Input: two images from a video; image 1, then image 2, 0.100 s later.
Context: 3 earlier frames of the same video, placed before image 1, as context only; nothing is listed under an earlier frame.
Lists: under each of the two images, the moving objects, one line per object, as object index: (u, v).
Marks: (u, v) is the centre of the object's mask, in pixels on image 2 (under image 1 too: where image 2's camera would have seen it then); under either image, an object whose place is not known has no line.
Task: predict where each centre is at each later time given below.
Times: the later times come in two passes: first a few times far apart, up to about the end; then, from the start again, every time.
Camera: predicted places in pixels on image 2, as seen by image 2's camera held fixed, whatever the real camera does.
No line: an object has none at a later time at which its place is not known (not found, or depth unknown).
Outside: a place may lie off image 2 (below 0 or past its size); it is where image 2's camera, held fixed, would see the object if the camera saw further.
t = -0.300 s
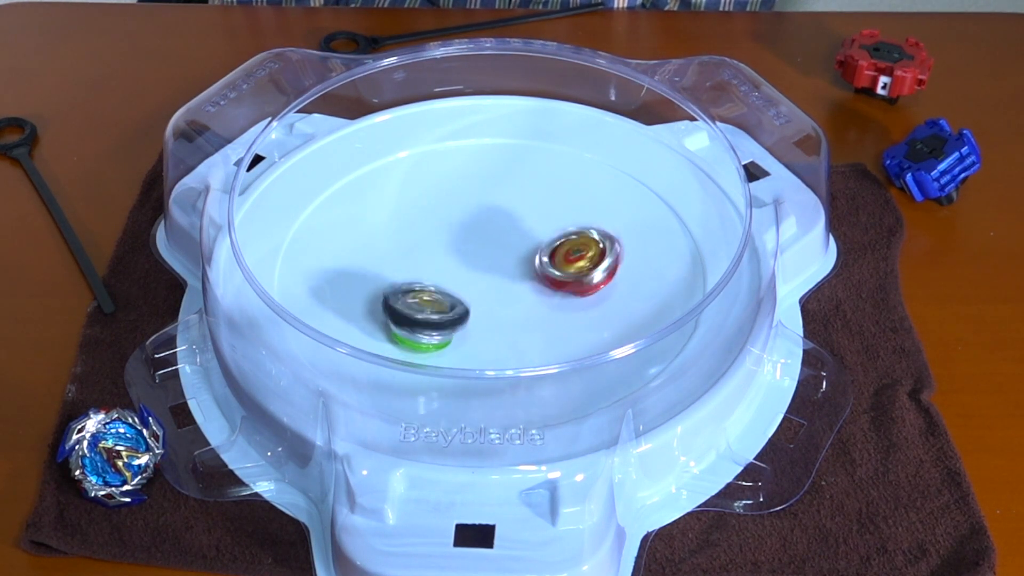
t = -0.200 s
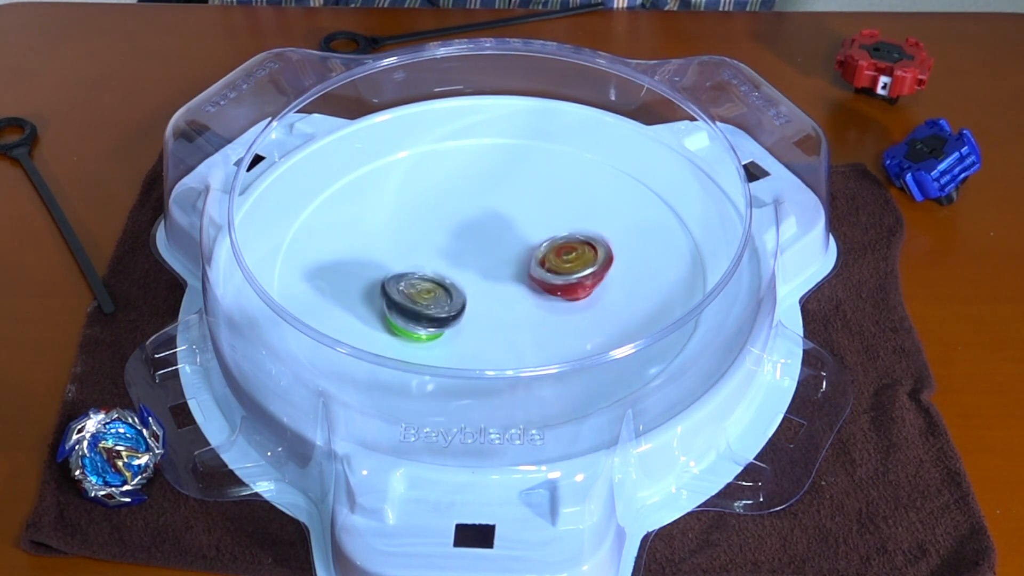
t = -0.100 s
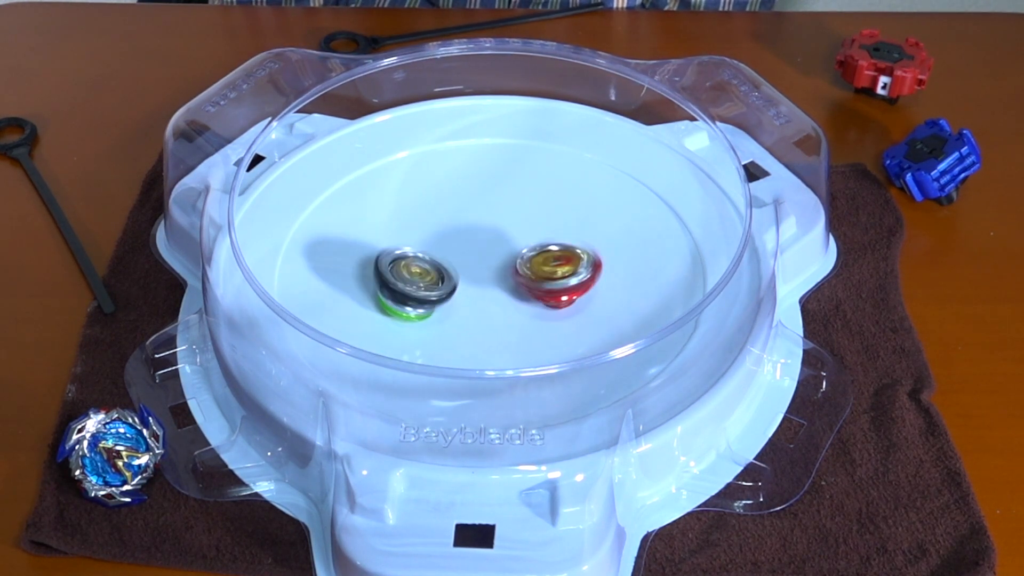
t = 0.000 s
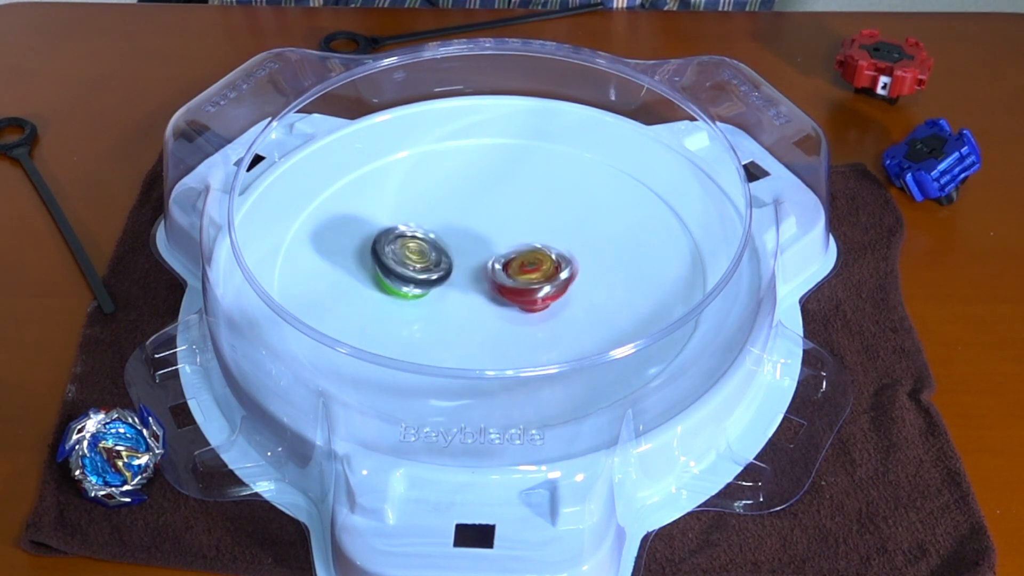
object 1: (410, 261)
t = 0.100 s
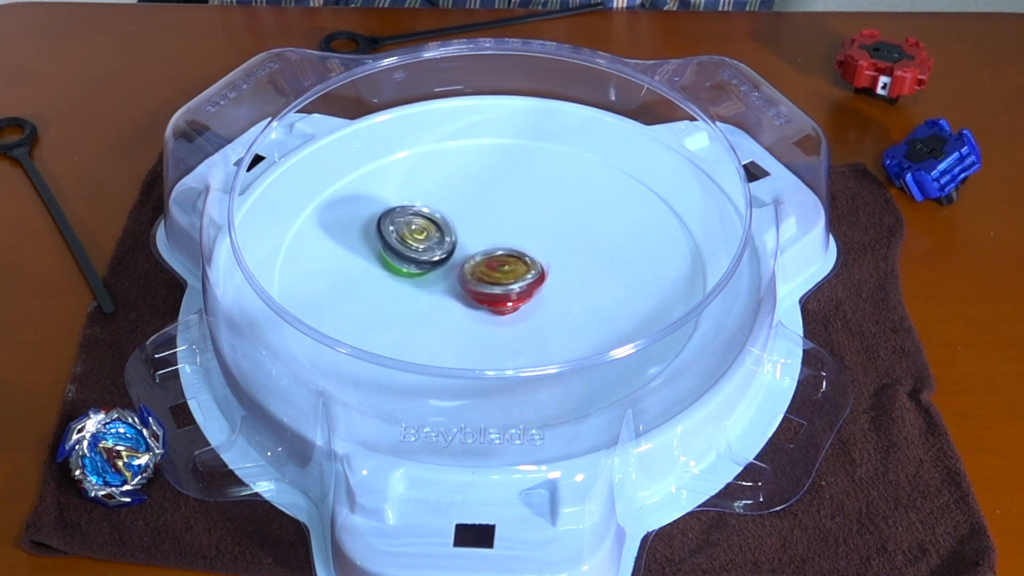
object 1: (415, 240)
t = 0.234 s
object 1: (425, 213)
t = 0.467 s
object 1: (464, 189)
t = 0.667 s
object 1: (504, 190)
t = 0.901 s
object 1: (545, 214)
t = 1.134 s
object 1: (576, 251)
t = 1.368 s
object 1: (569, 295)
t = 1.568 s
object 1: (531, 318)
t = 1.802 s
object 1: (488, 341)
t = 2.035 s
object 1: (441, 326)
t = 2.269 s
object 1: (422, 282)
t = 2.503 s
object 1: (441, 235)
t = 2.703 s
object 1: (478, 204)
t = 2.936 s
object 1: (530, 194)
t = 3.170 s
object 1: (570, 213)
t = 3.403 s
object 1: (572, 256)
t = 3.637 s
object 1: (537, 303)
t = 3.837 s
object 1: (480, 317)
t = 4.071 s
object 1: (418, 297)
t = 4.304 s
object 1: (401, 257)
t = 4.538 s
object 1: (431, 219)
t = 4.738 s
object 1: (483, 203)
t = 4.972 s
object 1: (551, 205)
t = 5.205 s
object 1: (583, 242)
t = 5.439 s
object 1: (567, 291)
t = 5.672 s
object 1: (502, 311)
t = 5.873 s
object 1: (437, 301)
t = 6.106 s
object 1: (403, 257)
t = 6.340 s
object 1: (433, 217)
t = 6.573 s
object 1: (493, 210)
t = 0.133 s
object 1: (415, 232)
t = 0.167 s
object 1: (418, 225)
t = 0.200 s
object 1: (421, 220)
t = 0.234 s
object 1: (425, 213)
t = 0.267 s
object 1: (430, 209)
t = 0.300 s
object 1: (434, 204)
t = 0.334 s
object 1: (440, 200)
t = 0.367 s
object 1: (446, 196)
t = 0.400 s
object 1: (452, 193)
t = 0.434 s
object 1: (459, 191)
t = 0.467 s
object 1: (464, 189)
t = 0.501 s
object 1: (471, 187)
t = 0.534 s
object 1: (478, 187)
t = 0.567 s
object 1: (484, 186)
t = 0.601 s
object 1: (492, 187)
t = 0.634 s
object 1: (497, 189)
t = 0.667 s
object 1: (504, 190)
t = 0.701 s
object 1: (511, 192)
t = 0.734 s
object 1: (517, 194)
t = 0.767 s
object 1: (524, 197)
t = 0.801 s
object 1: (529, 202)
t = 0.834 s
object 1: (534, 205)
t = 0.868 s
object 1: (540, 209)
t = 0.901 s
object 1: (545, 214)
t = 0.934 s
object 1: (552, 217)
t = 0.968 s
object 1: (560, 220)
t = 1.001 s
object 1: (564, 227)
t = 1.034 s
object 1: (568, 232)
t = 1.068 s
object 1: (571, 238)
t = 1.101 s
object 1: (573, 245)
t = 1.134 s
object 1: (576, 251)
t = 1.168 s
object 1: (578, 256)
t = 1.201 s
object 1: (578, 264)
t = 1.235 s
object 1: (575, 271)
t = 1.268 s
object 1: (576, 277)
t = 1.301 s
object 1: (575, 283)
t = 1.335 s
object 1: (572, 289)
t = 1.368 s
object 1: (569, 295)
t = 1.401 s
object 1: (566, 300)
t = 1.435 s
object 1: (560, 304)
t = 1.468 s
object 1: (553, 309)
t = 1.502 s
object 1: (544, 313)
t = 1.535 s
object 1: (538, 315)
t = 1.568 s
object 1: (531, 318)
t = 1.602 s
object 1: (524, 323)
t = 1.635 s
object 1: (518, 333)
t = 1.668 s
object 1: (514, 336)
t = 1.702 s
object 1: (510, 338)
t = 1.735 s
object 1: (504, 340)
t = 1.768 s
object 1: (496, 341)
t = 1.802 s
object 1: (488, 341)
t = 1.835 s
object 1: (480, 340)
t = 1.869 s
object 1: (474, 339)
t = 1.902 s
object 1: (468, 338)
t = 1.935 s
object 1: (461, 337)
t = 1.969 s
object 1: (454, 334)
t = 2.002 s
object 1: (447, 331)
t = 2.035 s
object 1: (441, 326)
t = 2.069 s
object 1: (435, 321)
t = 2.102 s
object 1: (433, 316)
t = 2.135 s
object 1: (429, 310)
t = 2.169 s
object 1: (427, 304)
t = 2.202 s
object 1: (424, 297)
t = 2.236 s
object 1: (422, 290)
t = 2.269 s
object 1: (422, 282)
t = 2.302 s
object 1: (422, 275)
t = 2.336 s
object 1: (424, 268)
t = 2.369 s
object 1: (427, 261)
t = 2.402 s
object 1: (430, 254)
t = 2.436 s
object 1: (434, 248)
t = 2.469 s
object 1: (438, 241)
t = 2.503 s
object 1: (441, 235)
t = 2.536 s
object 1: (446, 228)
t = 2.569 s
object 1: (451, 222)
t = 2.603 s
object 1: (457, 217)
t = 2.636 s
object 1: (464, 212)
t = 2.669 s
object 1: (471, 208)
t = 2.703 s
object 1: (478, 204)
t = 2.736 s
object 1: (486, 201)
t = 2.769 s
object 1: (494, 198)
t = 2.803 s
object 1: (501, 196)
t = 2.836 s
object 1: (508, 195)
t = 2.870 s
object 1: (515, 194)
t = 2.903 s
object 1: (522, 193)
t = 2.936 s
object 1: (530, 194)
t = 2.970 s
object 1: (537, 194)
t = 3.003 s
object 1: (544, 196)
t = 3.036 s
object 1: (550, 198)
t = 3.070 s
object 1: (556, 201)
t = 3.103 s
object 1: (562, 204)
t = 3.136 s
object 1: (566, 208)
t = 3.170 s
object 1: (570, 213)
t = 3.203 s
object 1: (573, 219)
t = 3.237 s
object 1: (574, 224)
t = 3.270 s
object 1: (576, 231)
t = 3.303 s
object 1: (576, 237)
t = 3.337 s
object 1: (575, 243)
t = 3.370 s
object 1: (574, 249)
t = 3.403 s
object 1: (572, 256)
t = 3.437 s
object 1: (569, 262)
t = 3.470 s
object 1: (565, 268)
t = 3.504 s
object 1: (561, 274)
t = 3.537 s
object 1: (556, 280)
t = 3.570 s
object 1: (550, 286)
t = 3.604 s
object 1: (544, 293)
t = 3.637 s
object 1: (537, 303)
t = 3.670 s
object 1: (530, 309)
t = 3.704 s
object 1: (521, 312)
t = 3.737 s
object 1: (510, 315)
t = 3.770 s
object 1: (500, 317)
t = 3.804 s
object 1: (490, 318)
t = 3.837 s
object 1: (480, 317)
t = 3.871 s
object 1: (470, 316)
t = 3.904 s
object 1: (461, 315)
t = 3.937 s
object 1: (451, 314)
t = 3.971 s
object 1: (442, 311)
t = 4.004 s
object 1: (433, 307)
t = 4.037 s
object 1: (426, 303)
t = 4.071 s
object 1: (418, 297)
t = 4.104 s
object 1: (412, 291)
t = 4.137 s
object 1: (406, 286)
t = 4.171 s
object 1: (403, 280)
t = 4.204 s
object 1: (402, 275)
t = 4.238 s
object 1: (400, 269)
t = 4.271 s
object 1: (401, 263)
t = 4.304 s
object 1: (401, 257)
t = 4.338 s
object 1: (403, 250)
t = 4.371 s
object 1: (404, 244)
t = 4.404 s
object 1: (407, 238)
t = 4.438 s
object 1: (411, 233)
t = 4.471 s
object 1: (418, 228)
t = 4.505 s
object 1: (425, 223)
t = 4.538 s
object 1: (431, 219)
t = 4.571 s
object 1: (438, 215)
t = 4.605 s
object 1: (446, 211)
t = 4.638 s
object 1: (453, 208)
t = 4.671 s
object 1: (462, 207)
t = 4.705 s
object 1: (471, 206)
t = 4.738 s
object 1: (483, 203)
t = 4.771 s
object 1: (492, 203)
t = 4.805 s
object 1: (499, 202)
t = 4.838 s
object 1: (510, 202)
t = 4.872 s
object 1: (526, 201)
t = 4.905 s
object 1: (536, 202)
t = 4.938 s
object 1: (544, 202)
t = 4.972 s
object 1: (551, 205)
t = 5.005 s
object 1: (557, 209)
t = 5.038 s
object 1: (565, 213)
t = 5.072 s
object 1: (571, 217)
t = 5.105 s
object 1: (576, 223)
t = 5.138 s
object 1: (578, 231)
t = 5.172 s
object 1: (582, 237)
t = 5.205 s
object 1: (583, 242)
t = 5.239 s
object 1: (582, 250)
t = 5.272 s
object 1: (580, 259)
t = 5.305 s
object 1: (579, 265)
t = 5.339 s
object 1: (575, 271)
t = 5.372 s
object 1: (571, 279)
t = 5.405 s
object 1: (571, 286)
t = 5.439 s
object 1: (567, 291)
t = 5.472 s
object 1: (561, 295)
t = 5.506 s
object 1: (551, 300)
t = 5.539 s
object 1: (545, 304)
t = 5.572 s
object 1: (534, 307)
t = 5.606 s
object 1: (522, 309)
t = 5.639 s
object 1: (514, 311)
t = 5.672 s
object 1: (502, 311)
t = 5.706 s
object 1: (490, 312)
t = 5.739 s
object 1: (483, 312)
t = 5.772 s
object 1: (472, 309)
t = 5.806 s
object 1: (459, 306)
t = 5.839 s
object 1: (448, 306)
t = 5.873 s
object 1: (437, 301)
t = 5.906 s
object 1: (429, 297)
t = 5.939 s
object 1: (421, 290)
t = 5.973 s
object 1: (415, 284)
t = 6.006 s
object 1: (411, 278)
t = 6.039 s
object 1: (406, 271)
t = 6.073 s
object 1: (406, 265)
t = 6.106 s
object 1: (403, 257)
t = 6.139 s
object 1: (405, 252)
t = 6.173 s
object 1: (406, 244)
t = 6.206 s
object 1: (409, 238)
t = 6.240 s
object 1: (415, 231)
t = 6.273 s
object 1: (418, 226)
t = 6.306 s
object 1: (427, 223)
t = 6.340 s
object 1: (433, 217)
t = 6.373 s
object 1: (443, 215)
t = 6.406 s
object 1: (451, 212)
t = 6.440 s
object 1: (459, 212)
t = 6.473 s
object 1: (469, 210)
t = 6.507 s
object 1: (477, 212)
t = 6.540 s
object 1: (487, 208)
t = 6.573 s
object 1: (493, 210)
